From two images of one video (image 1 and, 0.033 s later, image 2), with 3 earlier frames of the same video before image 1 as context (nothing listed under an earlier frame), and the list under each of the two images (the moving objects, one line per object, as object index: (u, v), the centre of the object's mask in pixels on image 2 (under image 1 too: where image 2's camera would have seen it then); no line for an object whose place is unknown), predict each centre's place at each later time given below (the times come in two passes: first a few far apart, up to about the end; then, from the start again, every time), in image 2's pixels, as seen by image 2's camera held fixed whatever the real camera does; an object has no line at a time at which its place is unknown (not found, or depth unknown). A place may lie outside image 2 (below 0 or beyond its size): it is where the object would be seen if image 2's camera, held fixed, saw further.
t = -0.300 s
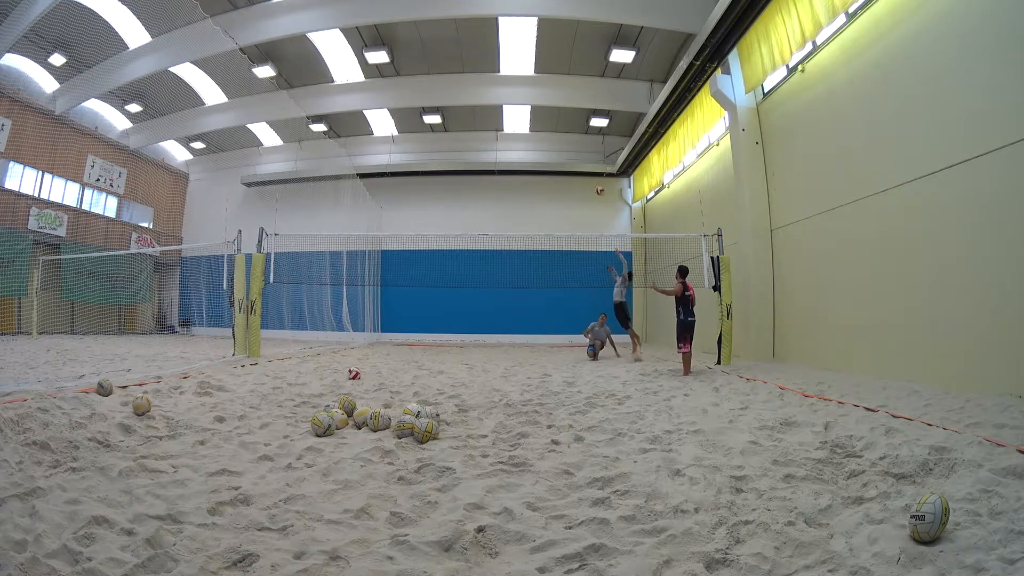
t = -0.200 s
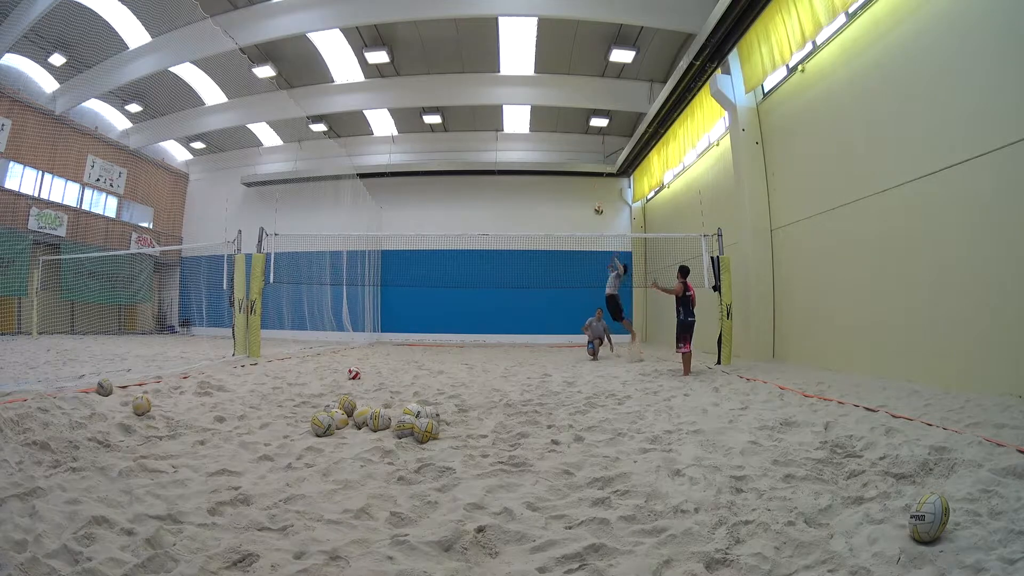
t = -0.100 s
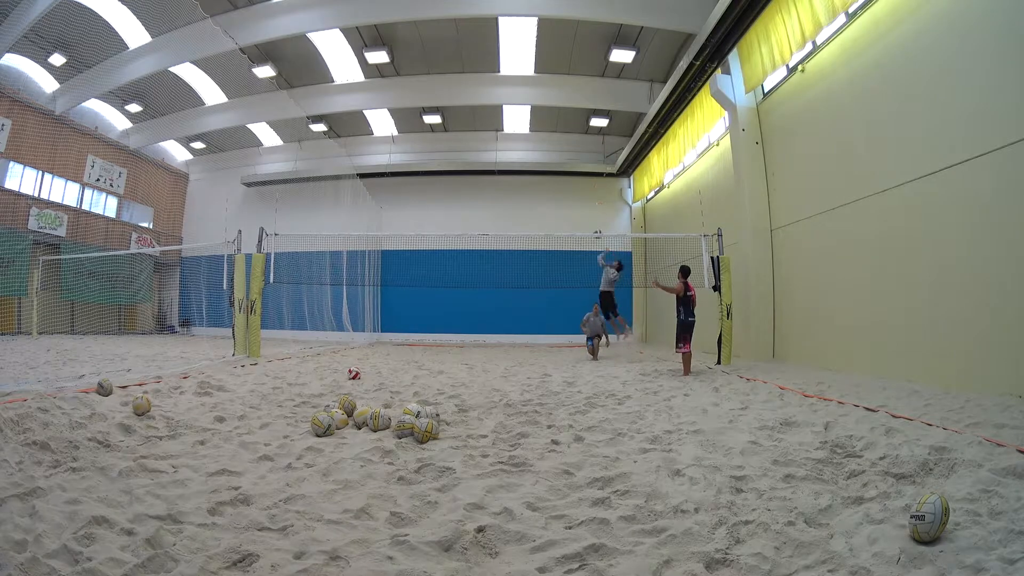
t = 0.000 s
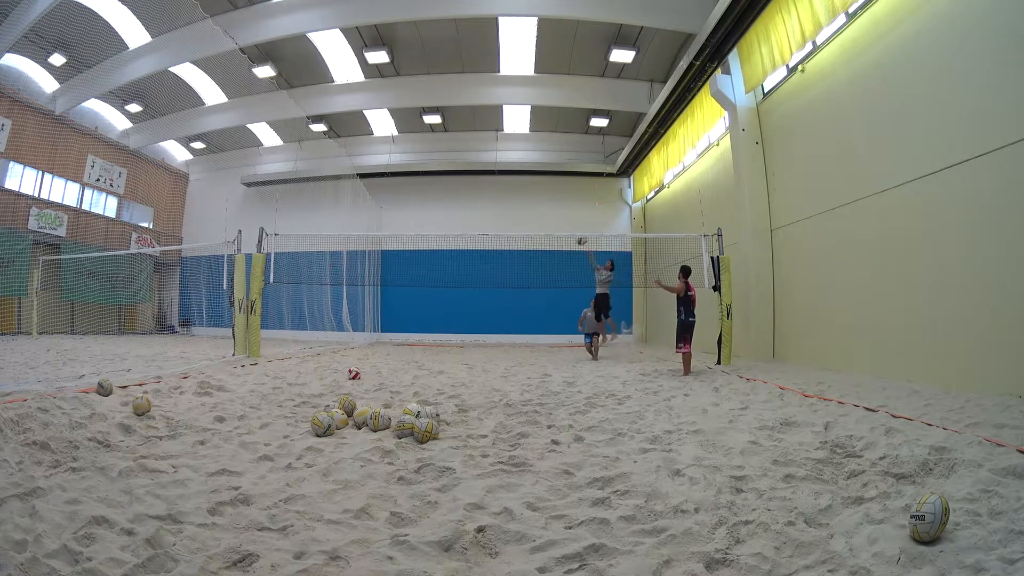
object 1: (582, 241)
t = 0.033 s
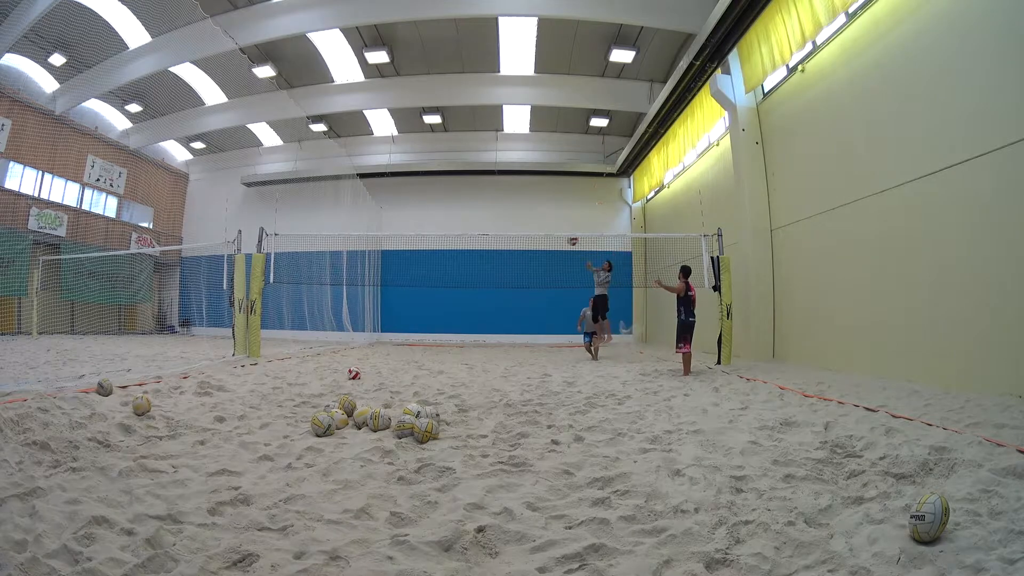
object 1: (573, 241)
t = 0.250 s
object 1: (525, 260)
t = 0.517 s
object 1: (497, 301)
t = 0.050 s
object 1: (568, 241)
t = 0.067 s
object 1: (563, 242)
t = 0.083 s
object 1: (558, 243)
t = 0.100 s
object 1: (552, 243)
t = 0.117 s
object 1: (546, 244)
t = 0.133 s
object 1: (542, 245)
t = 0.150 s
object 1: (538, 245)
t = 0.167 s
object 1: (536, 247)
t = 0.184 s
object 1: (533, 249)
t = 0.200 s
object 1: (531, 252)
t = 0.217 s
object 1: (528, 255)
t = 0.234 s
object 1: (526, 257)
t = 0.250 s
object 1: (525, 260)
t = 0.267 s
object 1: (523, 263)
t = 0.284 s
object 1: (520, 266)
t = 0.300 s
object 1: (518, 268)
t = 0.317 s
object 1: (517, 270)
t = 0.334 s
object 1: (515, 272)
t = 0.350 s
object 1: (513, 274)
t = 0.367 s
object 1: (512, 276)
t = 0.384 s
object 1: (510, 278)
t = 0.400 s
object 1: (509, 281)
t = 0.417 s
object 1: (507, 283)
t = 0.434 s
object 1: (505, 286)
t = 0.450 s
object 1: (504, 289)
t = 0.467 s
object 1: (502, 292)
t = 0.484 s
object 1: (501, 295)
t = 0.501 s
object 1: (498, 298)
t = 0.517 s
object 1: (497, 301)
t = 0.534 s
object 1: (496, 305)
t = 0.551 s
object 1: (494, 308)
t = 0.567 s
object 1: (492, 313)
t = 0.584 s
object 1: (491, 316)
